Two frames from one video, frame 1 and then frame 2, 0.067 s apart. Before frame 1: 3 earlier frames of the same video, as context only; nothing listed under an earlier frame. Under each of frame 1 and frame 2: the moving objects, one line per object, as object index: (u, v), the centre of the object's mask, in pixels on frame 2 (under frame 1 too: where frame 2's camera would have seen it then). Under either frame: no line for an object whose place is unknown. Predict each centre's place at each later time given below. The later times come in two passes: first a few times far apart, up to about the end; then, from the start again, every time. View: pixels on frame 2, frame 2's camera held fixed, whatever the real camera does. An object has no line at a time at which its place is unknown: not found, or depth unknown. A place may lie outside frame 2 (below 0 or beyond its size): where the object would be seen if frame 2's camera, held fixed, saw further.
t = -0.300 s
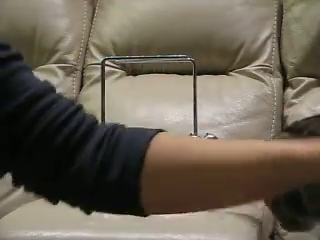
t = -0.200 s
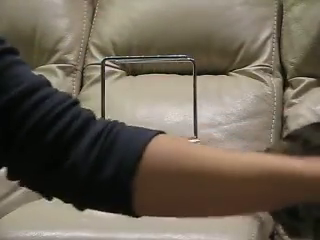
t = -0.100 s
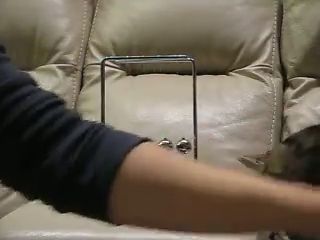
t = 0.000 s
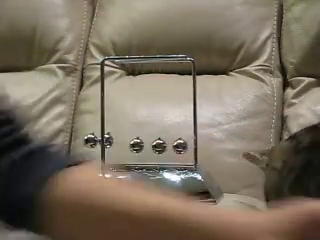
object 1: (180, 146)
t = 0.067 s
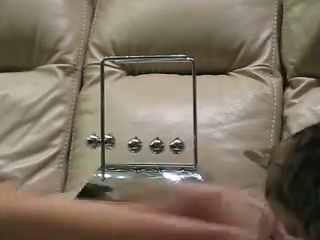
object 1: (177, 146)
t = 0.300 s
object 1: (204, 142)
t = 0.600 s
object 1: (183, 145)
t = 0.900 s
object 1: (186, 145)
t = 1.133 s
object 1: (197, 144)
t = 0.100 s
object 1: (175, 145)
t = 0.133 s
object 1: (175, 146)
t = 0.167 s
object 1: (174, 146)
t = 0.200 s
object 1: (182, 145)
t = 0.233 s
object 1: (190, 144)
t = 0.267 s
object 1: (198, 143)
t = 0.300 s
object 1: (204, 142)
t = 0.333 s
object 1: (207, 141)
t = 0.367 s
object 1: (208, 141)
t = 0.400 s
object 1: (206, 142)
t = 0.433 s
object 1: (201, 143)
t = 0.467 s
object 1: (194, 144)
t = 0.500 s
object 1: (186, 145)
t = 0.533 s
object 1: (185, 146)
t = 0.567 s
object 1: (184, 145)
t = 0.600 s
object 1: (183, 145)
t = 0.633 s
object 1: (182, 145)
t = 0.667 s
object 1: (180, 145)
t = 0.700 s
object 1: (178, 145)
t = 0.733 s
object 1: (176, 145)
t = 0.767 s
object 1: (175, 145)
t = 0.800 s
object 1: (174, 145)
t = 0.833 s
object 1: (174, 145)
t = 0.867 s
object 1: (179, 145)
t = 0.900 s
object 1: (186, 145)
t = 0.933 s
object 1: (195, 144)
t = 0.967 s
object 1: (201, 143)
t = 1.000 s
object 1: (205, 142)
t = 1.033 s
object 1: (206, 141)
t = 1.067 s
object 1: (205, 142)
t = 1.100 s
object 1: (202, 143)
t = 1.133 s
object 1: (197, 144)
